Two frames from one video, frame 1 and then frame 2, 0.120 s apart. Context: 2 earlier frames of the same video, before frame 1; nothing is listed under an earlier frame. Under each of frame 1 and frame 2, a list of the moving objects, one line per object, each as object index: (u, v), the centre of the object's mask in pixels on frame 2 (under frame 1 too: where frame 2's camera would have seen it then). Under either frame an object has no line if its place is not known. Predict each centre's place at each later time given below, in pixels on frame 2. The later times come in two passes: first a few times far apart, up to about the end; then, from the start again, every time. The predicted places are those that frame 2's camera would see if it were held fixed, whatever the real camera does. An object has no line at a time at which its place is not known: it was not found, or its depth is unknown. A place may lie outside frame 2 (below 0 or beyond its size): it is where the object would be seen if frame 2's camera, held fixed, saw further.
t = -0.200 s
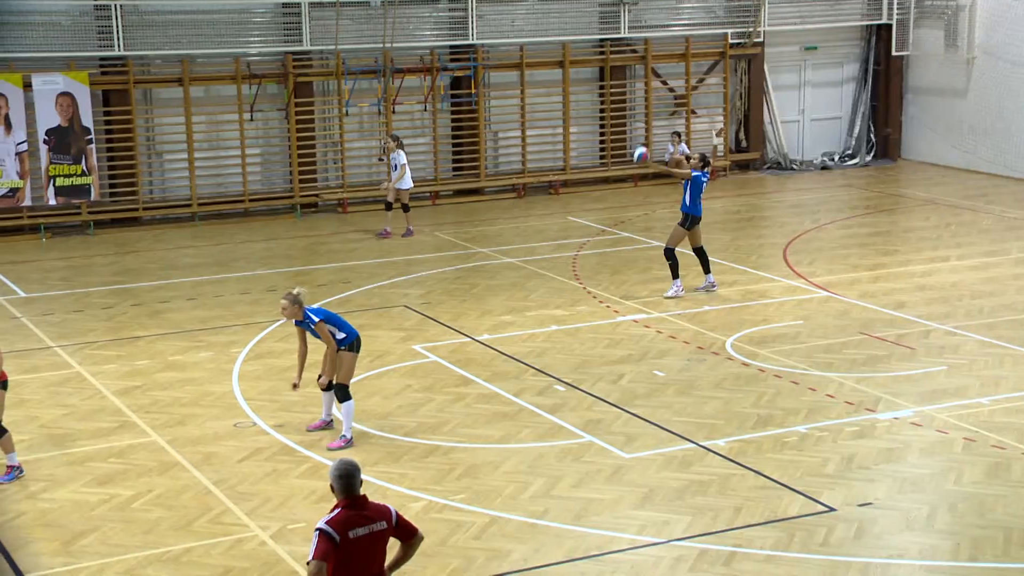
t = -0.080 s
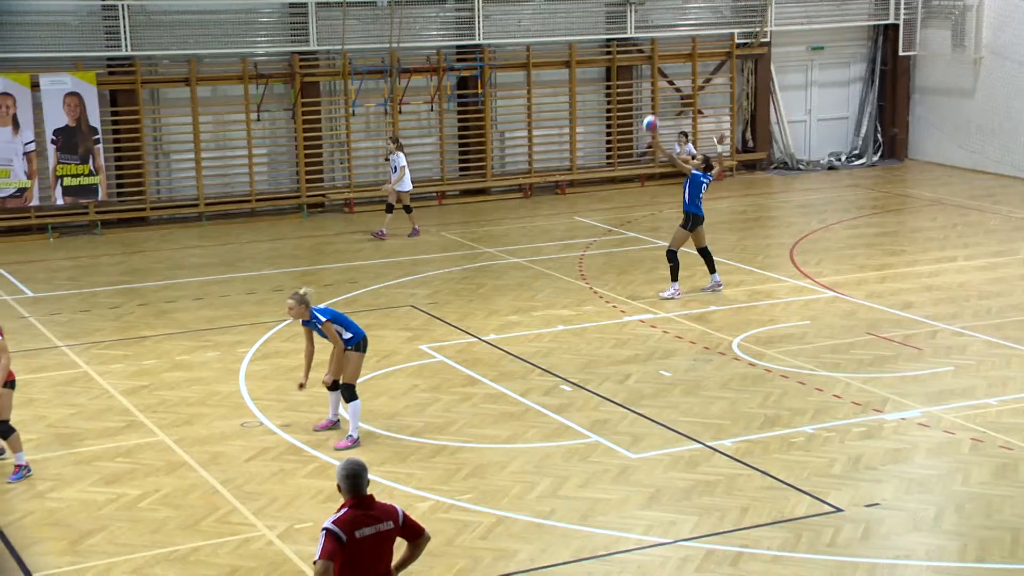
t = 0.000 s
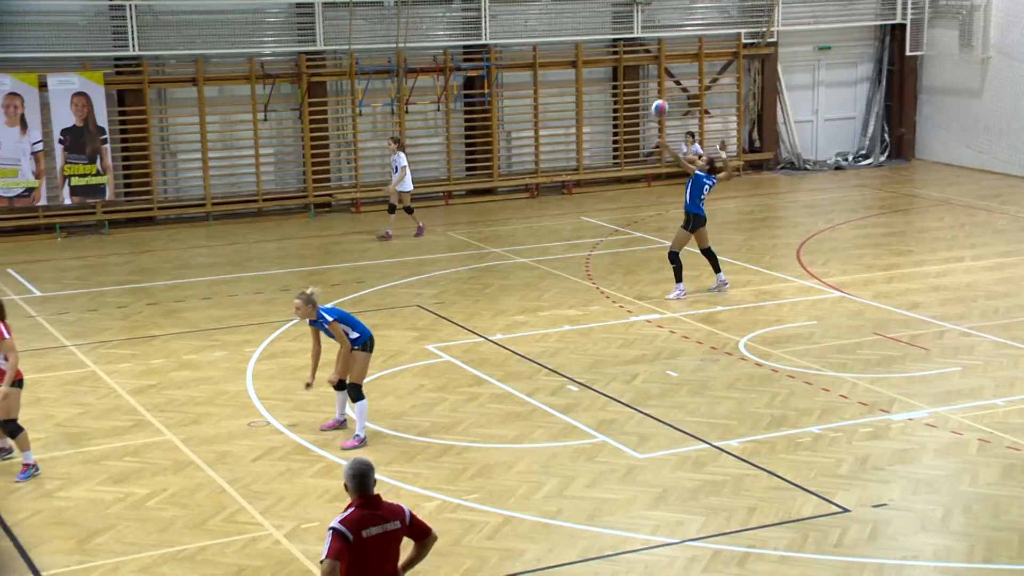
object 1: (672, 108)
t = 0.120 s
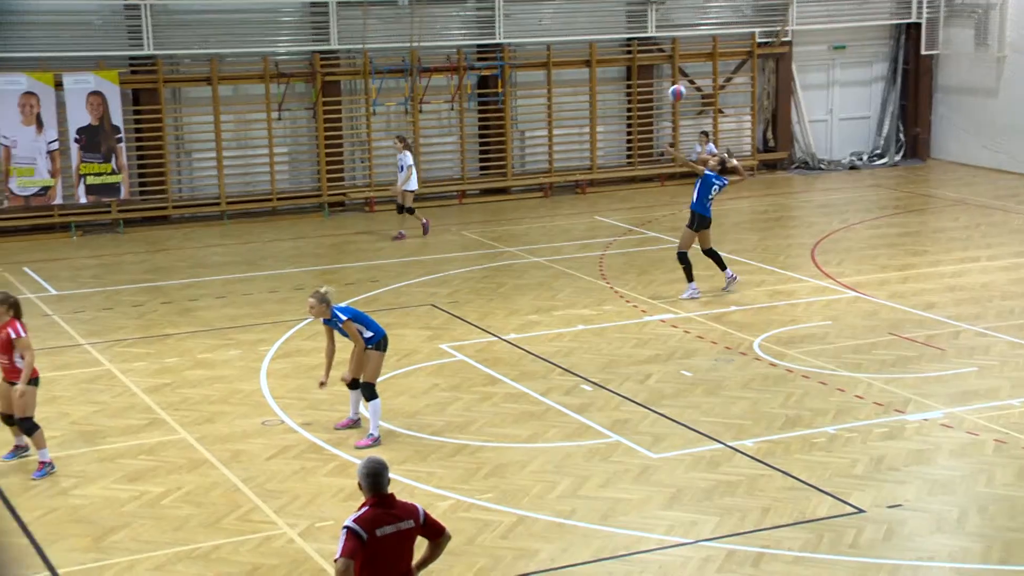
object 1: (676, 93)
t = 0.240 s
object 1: (681, 90)
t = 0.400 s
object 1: (691, 101)
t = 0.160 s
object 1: (678, 90)
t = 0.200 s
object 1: (680, 89)
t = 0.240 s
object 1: (681, 90)
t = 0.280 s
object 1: (683, 90)
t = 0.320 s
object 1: (685, 92)
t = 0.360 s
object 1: (688, 97)
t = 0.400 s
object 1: (691, 101)
